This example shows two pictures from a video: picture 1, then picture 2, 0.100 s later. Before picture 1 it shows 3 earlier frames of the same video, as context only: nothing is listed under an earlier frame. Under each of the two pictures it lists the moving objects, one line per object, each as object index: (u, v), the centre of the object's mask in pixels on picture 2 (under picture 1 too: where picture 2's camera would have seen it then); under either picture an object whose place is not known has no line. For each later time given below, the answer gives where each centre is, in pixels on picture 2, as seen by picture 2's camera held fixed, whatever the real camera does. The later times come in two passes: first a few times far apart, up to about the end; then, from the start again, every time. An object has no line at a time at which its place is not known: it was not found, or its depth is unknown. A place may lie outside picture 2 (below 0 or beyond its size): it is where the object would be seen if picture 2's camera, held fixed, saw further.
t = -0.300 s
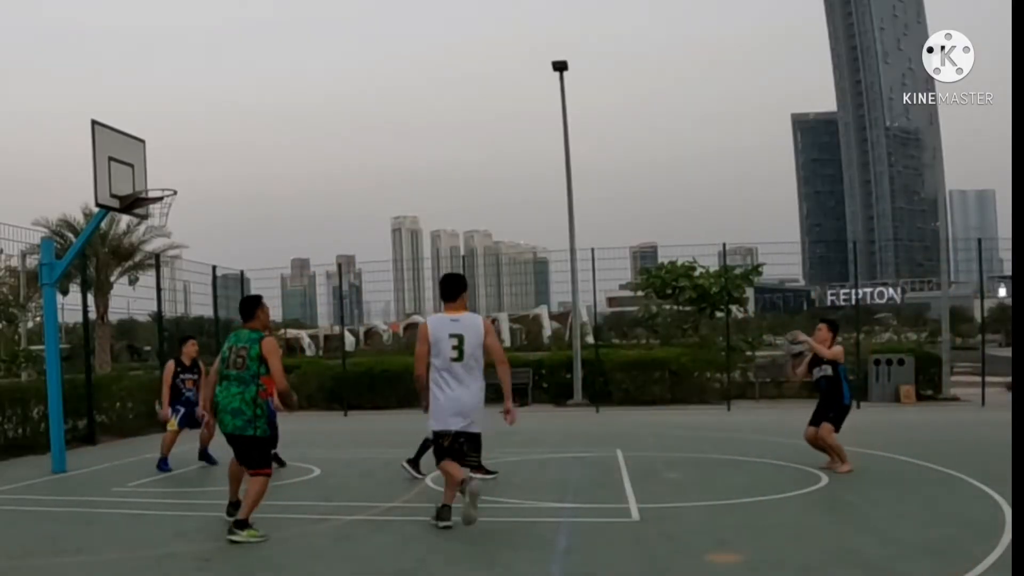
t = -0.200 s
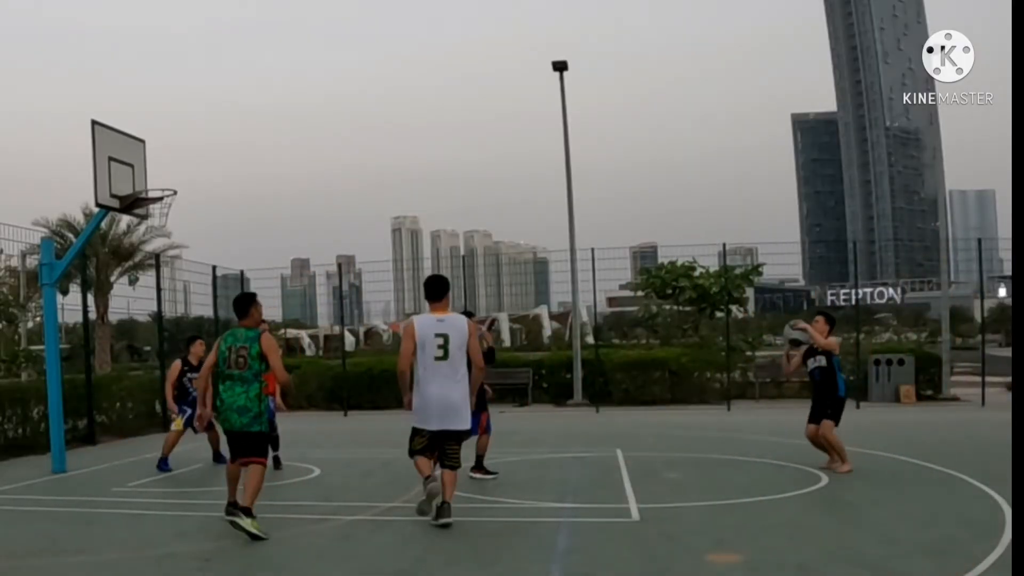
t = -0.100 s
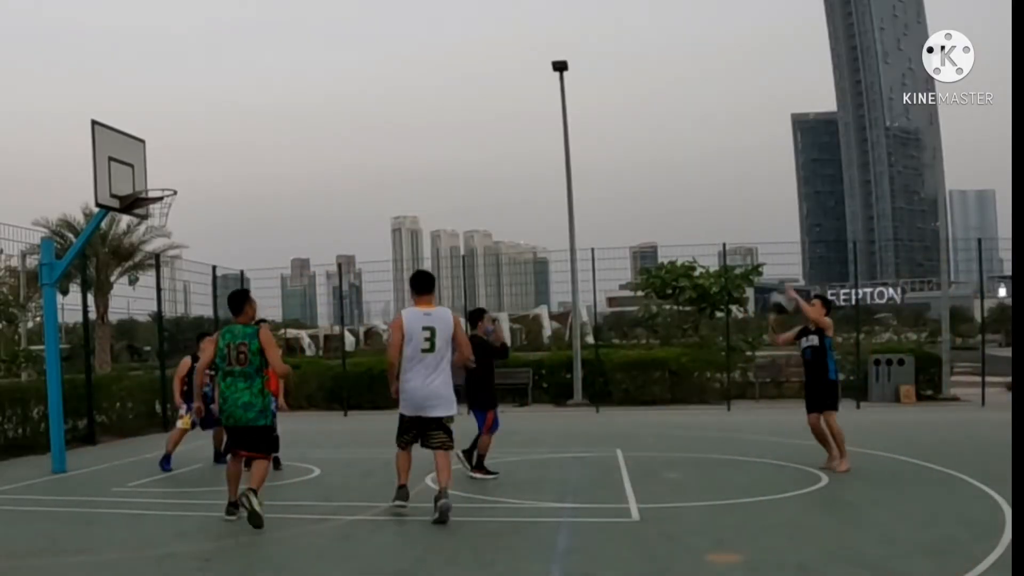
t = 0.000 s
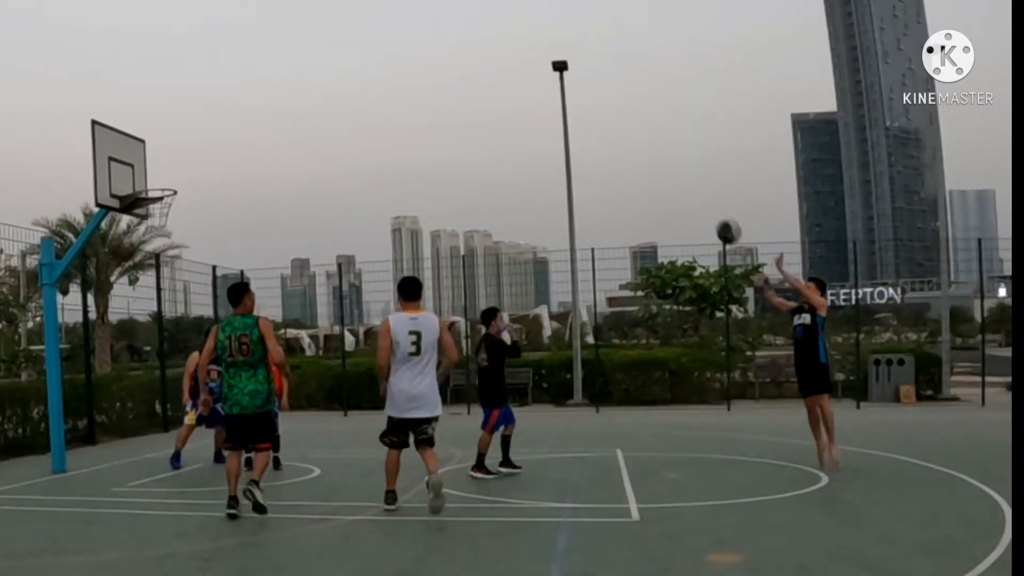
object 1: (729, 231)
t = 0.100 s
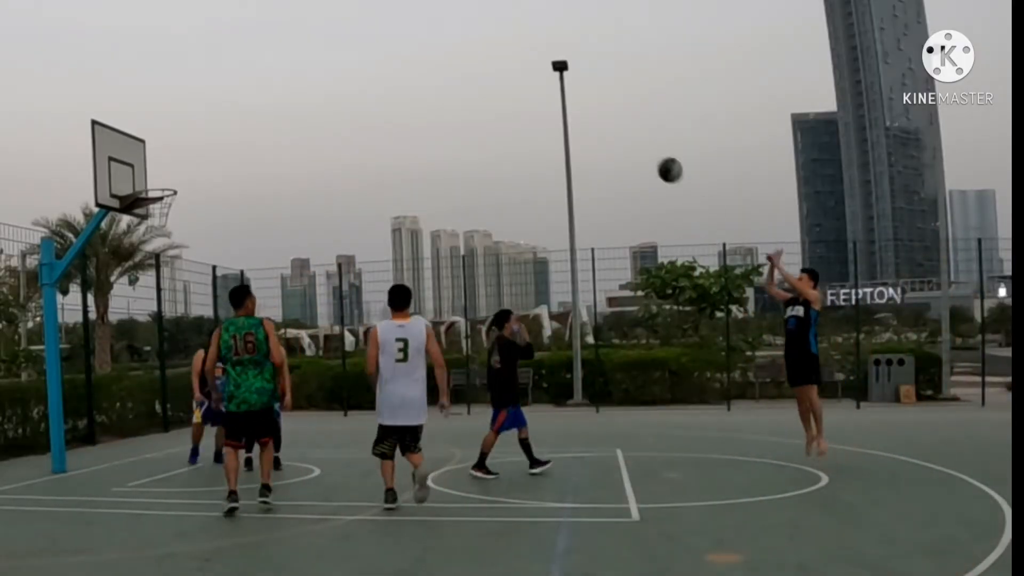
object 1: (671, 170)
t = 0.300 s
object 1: (555, 85)
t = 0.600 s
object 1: (394, 41)
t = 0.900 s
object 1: (249, 86)
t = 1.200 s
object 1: (136, 173)
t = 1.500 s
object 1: (174, 110)
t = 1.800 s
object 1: (215, 125)
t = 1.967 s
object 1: (240, 169)
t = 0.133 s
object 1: (653, 152)
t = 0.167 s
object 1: (632, 136)
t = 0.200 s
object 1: (613, 121)
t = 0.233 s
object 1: (593, 108)
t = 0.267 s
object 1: (574, 95)
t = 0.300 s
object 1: (555, 85)
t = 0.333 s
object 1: (536, 75)
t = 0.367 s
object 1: (517, 67)
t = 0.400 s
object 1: (499, 60)
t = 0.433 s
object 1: (481, 54)
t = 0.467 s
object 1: (463, 49)
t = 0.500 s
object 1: (445, 45)
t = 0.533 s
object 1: (428, 43)
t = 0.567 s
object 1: (410, 42)
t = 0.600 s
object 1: (394, 41)
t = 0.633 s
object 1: (376, 42)
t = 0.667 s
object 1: (360, 44)
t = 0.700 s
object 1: (343, 47)
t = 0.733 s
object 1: (327, 51)
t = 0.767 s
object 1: (311, 56)
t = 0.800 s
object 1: (295, 62)
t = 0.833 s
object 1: (280, 69)
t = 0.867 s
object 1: (264, 77)
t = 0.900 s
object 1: (249, 86)
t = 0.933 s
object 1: (234, 96)
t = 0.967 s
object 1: (219, 107)
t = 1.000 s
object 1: (205, 118)
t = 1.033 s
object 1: (190, 131)
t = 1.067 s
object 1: (176, 145)
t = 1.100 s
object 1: (162, 159)
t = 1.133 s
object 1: (148, 175)
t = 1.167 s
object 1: (136, 185)
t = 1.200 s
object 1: (136, 173)
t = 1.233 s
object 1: (141, 163)
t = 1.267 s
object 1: (144, 152)
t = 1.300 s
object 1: (148, 143)
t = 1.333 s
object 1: (152, 135)
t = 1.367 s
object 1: (157, 128)
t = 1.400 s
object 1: (161, 122)
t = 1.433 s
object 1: (166, 117)
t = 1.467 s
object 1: (170, 113)
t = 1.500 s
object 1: (174, 110)
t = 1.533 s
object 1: (179, 108)
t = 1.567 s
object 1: (183, 106)
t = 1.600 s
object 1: (187, 106)
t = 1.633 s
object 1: (192, 107)
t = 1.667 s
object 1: (196, 109)
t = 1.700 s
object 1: (201, 111)
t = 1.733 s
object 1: (206, 115)
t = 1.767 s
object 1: (211, 120)
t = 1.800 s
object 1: (215, 125)
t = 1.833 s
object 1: (220, 132)
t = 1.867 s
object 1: (225, 140)
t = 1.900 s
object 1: (230, 148)
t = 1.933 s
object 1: (235, 158)
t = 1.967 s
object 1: (240, 169)
